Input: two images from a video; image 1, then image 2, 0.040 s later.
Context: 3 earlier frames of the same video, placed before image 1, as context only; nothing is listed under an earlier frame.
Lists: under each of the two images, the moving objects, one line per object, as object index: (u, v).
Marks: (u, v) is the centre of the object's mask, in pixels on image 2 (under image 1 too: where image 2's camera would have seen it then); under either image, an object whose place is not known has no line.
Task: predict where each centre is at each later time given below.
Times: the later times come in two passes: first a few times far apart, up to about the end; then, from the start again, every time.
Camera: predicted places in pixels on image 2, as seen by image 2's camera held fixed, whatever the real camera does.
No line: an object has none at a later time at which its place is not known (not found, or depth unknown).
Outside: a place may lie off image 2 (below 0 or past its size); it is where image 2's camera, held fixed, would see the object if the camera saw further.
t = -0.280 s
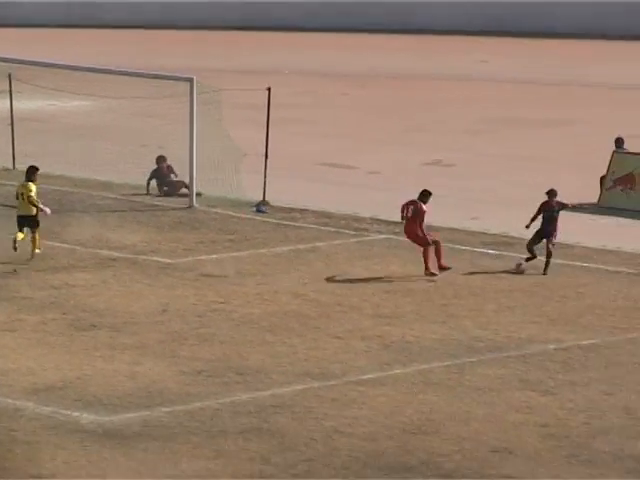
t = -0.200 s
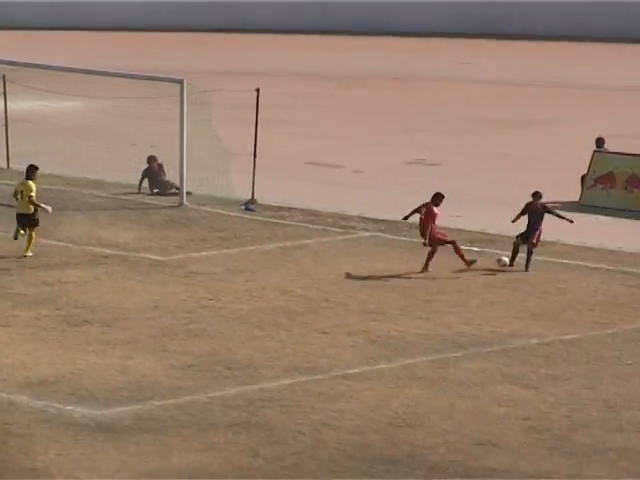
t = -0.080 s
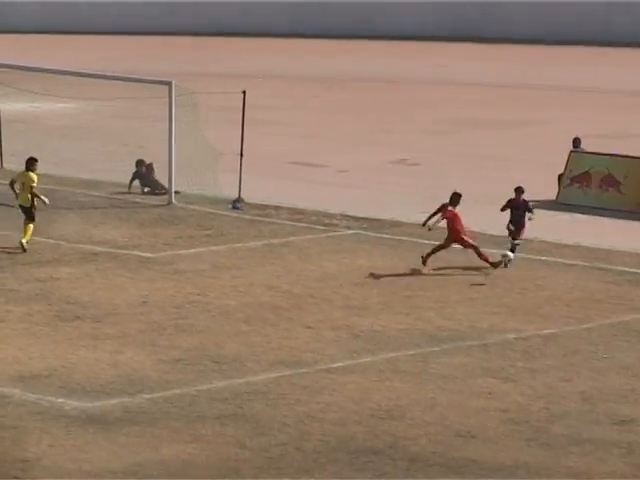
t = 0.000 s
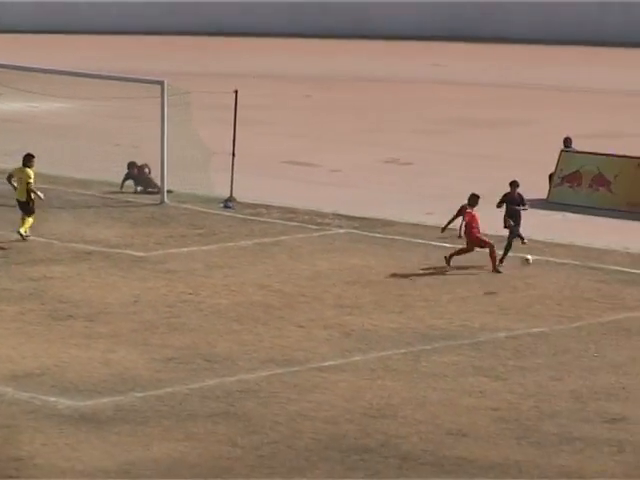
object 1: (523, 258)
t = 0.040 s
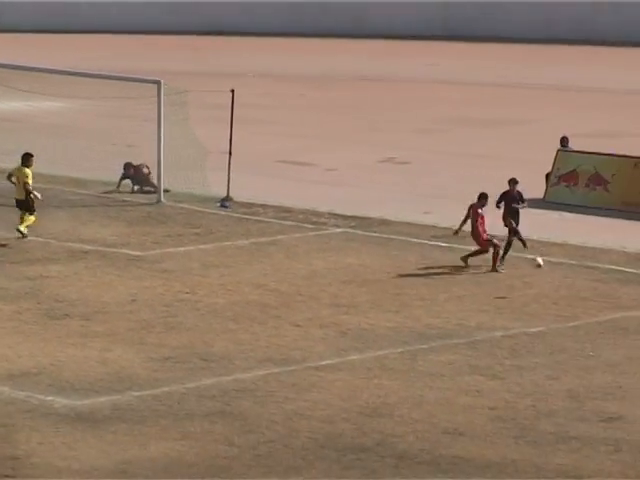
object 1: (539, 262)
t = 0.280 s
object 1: (618, 304)
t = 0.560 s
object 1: (699, 328)
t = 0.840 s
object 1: (771, 364)
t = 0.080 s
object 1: (549, 266)
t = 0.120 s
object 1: (563, 272)
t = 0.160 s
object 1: (577, 278)
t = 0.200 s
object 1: (590, 286)
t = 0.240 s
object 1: (604, 294)
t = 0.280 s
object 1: (618, 304)
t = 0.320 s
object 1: (630, 314)
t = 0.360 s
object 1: (643, 326)
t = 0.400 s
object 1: (656, 330)
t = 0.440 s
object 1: (666, 328)
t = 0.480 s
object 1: (677, 326)
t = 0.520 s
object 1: (688, 327)
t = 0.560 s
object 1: (699, 328)
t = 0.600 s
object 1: (709, 329)
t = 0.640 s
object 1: (721, 332)
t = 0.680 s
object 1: (730, 336)
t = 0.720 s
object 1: (741, 341)
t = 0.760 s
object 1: (751, 348)
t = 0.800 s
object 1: (761, 355)
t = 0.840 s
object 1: (771, 364)
